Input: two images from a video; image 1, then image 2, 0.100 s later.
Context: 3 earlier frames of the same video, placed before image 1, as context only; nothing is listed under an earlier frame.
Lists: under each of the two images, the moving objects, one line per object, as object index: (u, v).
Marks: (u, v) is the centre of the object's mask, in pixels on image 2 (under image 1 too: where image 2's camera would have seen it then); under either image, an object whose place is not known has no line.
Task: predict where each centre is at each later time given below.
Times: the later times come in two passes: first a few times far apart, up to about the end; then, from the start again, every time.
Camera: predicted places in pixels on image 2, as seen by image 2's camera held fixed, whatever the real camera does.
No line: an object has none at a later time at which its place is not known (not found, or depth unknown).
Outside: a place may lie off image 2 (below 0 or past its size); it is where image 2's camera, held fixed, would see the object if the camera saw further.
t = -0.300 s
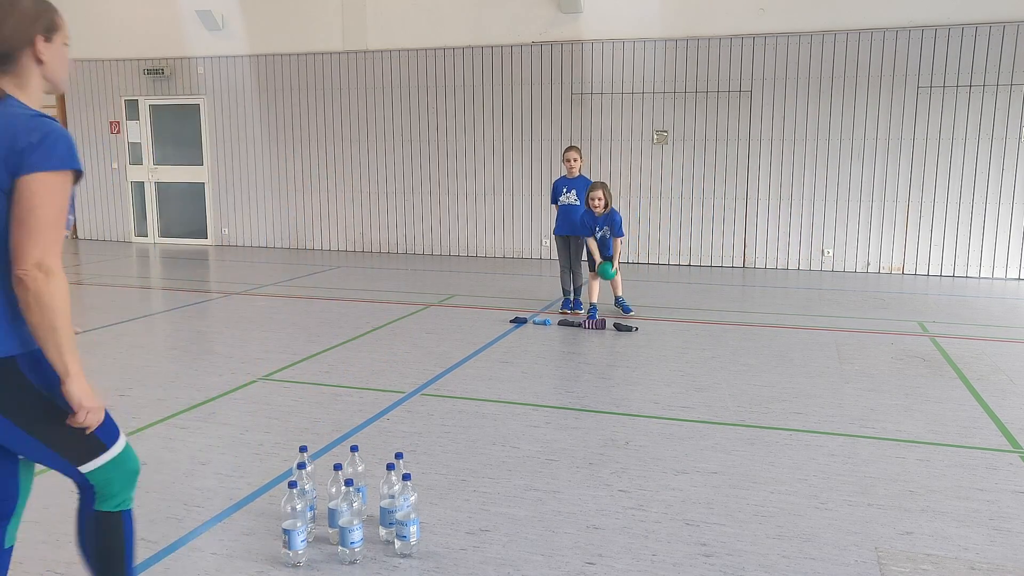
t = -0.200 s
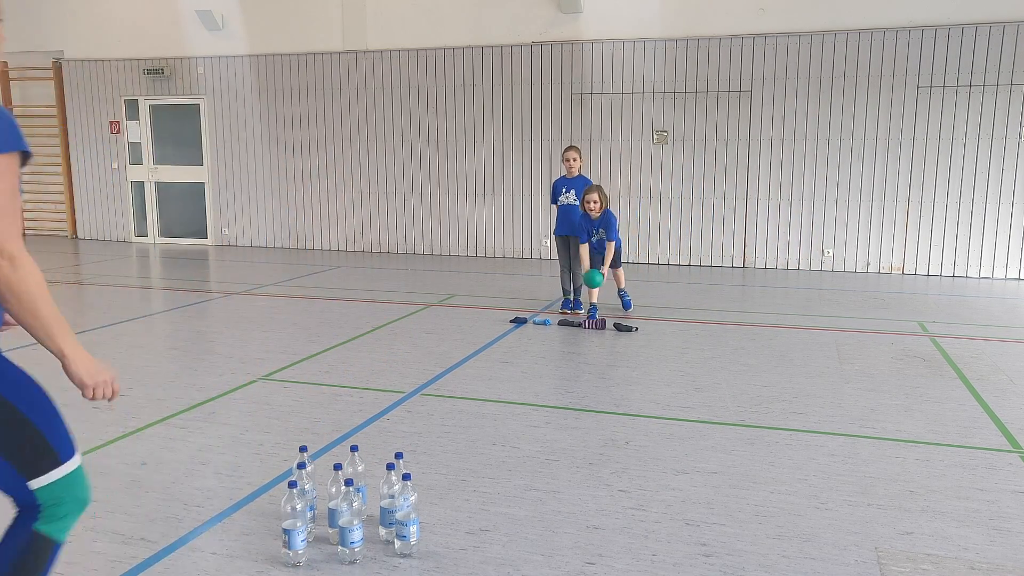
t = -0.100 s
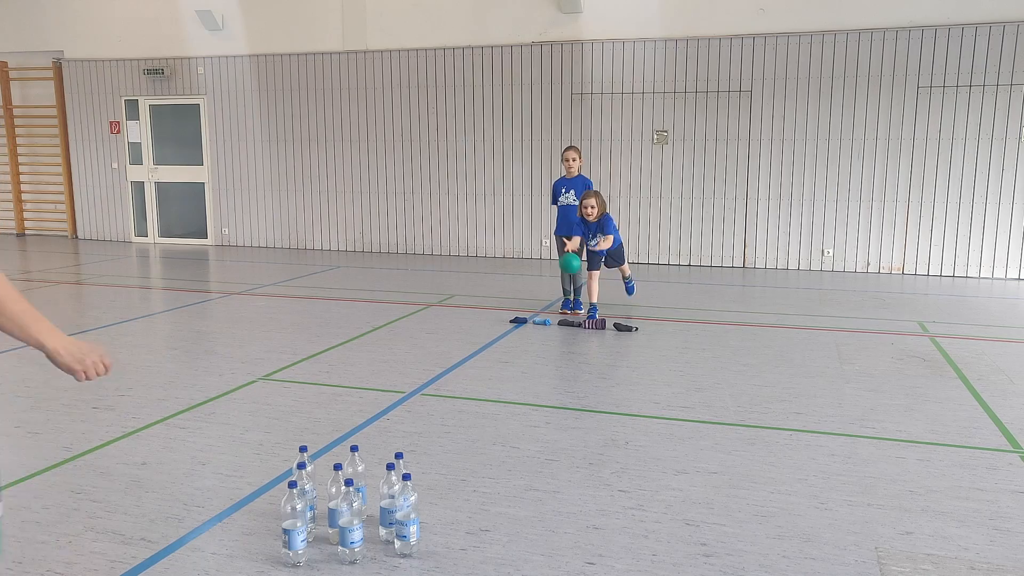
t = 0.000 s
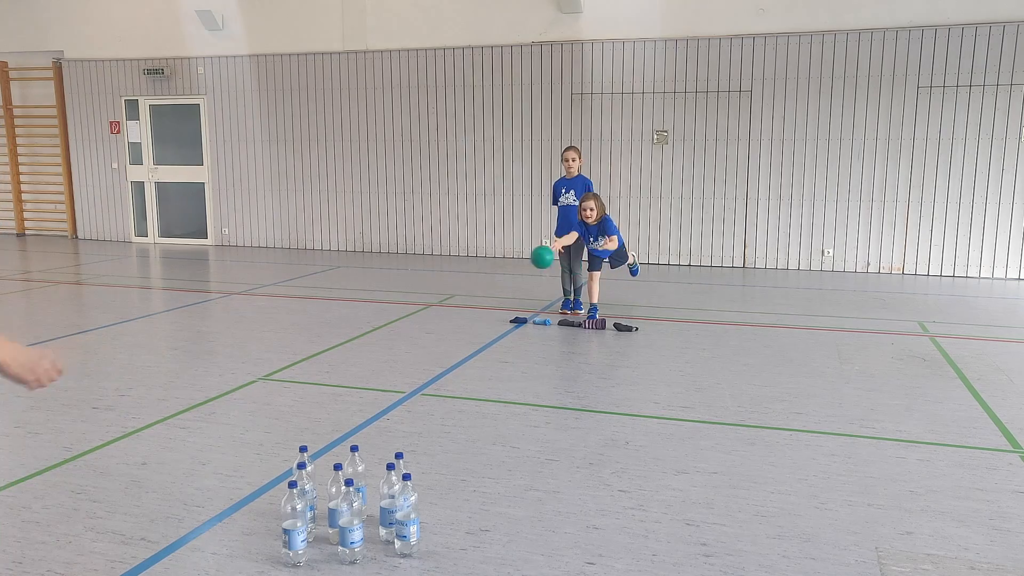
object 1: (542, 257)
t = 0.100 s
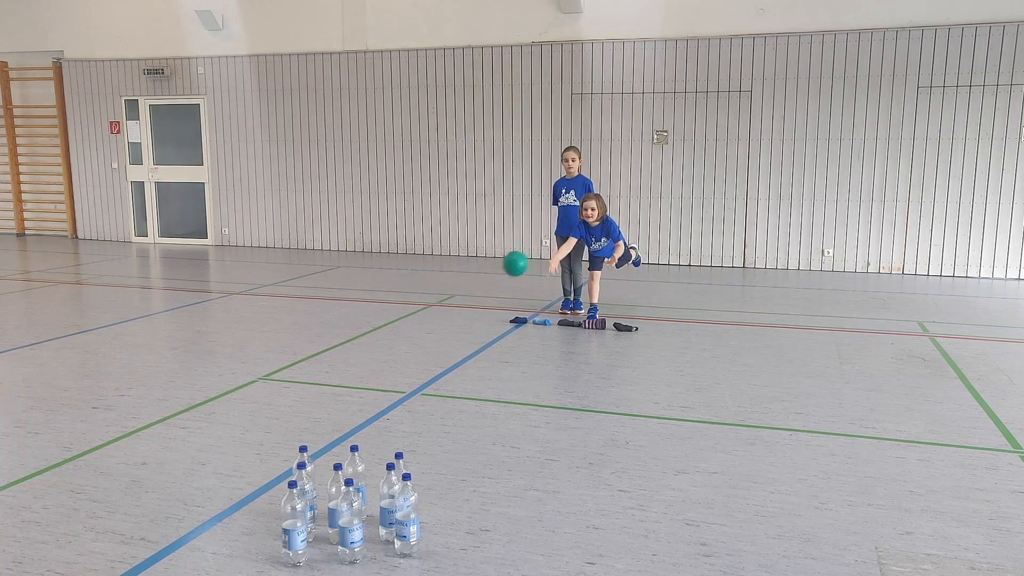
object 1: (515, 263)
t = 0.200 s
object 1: (477, 290)
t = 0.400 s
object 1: (377, 427)
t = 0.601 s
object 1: (278, 383)
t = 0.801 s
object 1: (146, 408)
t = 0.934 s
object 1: (27, 514)
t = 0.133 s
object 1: (503, 270)
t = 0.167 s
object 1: (491, 278)
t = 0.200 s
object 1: (477, 290)
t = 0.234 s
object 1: (463, 303)
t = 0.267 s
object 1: (448, 321)
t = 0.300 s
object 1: (432, 341)
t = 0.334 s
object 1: (415, 365)
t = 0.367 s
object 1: (397, 394)
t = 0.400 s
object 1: (377, 427)
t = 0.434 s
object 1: (361, 435)
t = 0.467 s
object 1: (346, 421)
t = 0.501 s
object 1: (331, 408)
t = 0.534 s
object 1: (314, 397)
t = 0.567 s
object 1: (297, 389)
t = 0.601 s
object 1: (278, 383)
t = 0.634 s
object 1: (260, 379)
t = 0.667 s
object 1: (240, 377)
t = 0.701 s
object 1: (218, 379)
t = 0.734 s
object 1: (195, 385)
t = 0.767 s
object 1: (171, 394)
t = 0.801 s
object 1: (146, 408)
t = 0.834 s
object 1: (118, 426)
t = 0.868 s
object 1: (89, 449)
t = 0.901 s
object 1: (58, 479)
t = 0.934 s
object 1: (27, 514)
